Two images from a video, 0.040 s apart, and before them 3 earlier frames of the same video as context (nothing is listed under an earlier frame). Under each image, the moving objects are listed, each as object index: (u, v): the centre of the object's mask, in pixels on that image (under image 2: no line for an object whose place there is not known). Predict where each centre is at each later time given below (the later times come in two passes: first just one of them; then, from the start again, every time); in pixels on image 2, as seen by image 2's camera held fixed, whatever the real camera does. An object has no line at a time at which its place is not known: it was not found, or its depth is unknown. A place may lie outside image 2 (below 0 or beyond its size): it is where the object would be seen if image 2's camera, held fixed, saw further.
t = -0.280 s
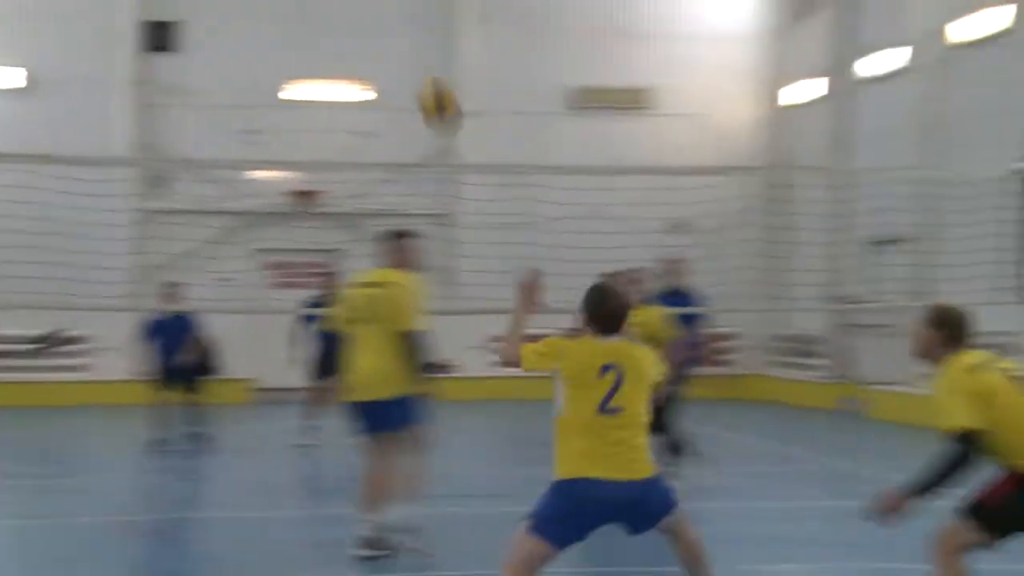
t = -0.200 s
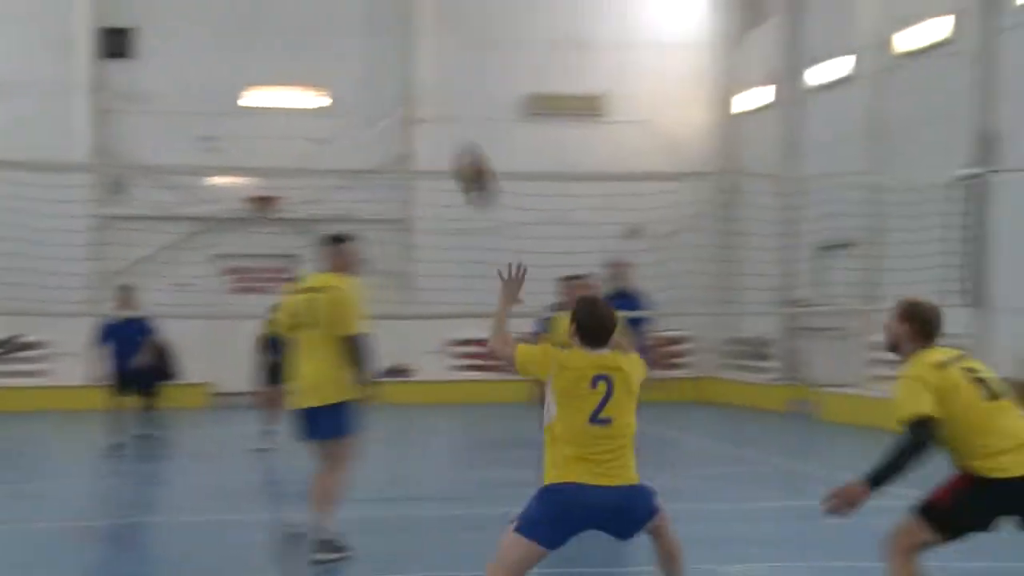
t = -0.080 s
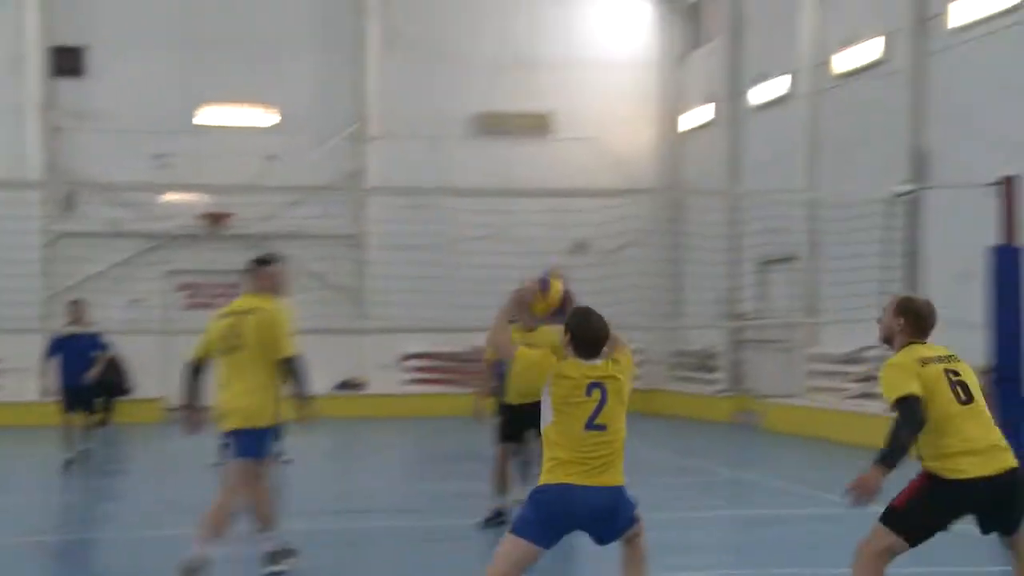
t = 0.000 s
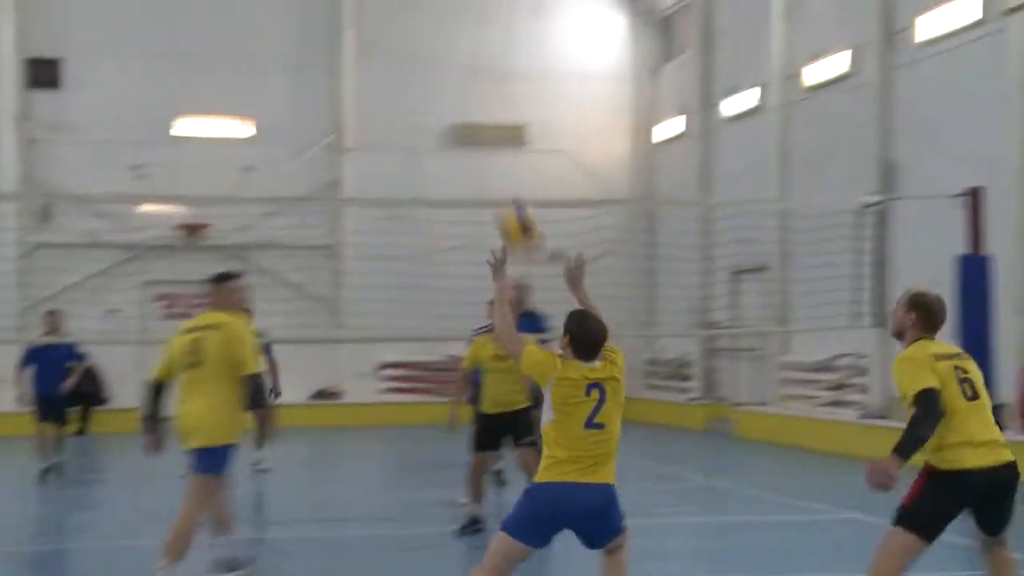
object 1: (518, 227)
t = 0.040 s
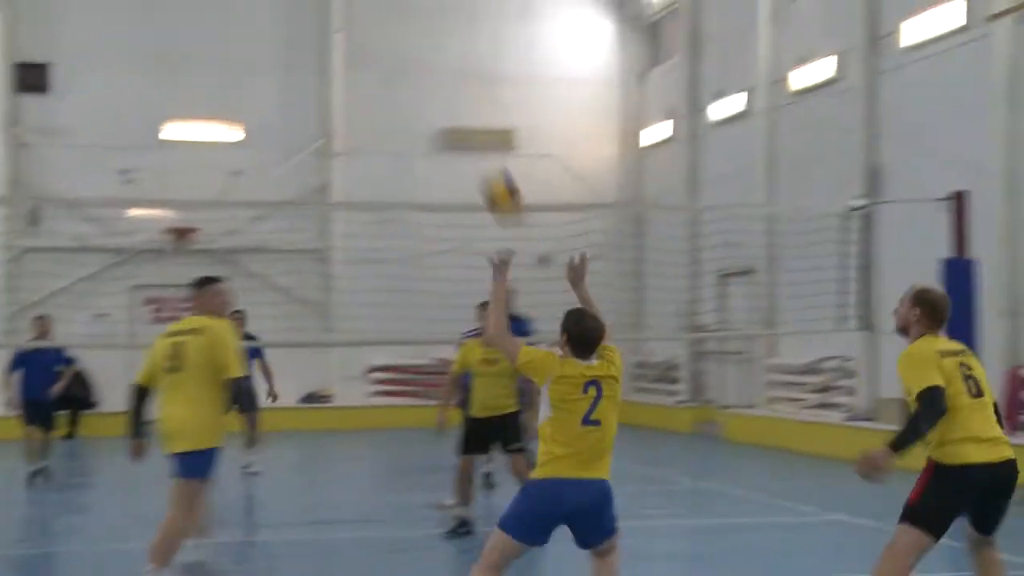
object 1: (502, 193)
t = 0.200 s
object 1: (490, 87)
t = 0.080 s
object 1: (500, 161)
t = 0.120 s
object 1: (496, 132)
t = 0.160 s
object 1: (492, 106)
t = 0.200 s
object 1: (490, 87)
